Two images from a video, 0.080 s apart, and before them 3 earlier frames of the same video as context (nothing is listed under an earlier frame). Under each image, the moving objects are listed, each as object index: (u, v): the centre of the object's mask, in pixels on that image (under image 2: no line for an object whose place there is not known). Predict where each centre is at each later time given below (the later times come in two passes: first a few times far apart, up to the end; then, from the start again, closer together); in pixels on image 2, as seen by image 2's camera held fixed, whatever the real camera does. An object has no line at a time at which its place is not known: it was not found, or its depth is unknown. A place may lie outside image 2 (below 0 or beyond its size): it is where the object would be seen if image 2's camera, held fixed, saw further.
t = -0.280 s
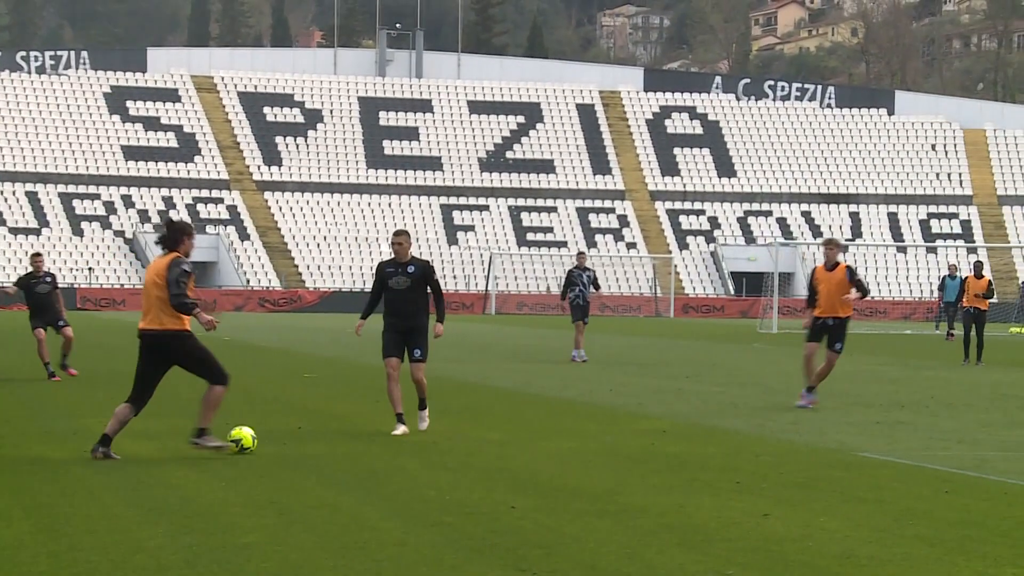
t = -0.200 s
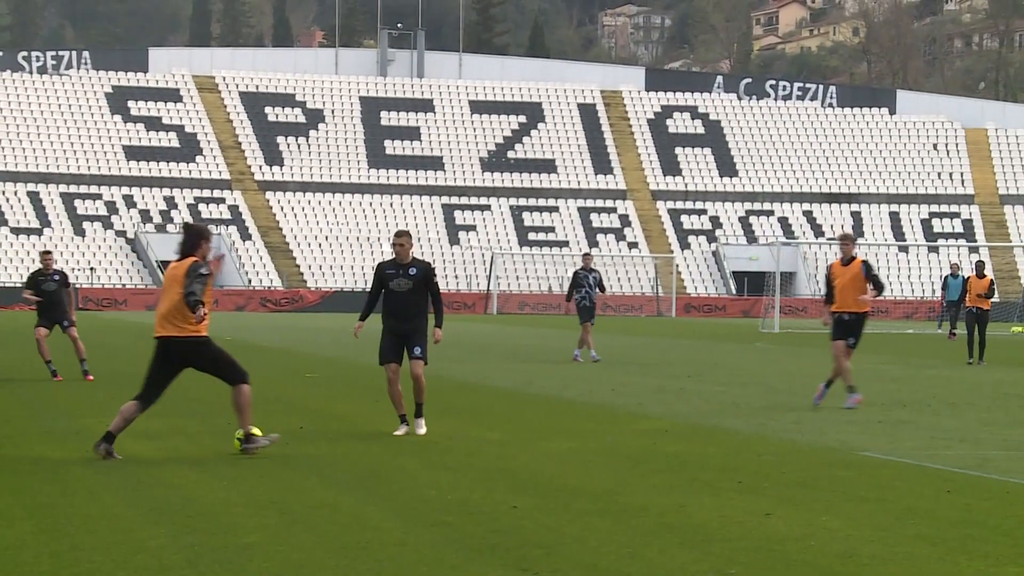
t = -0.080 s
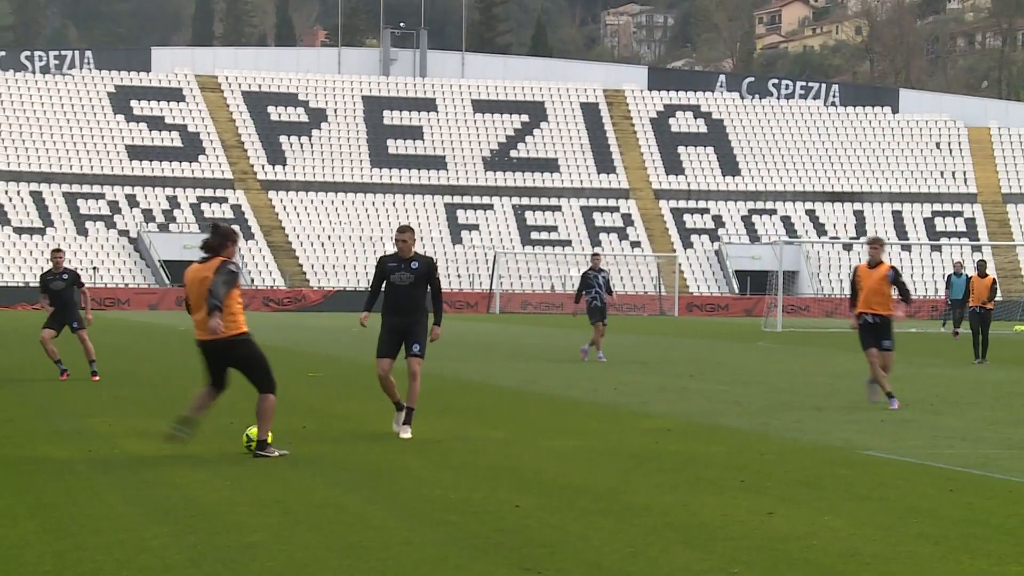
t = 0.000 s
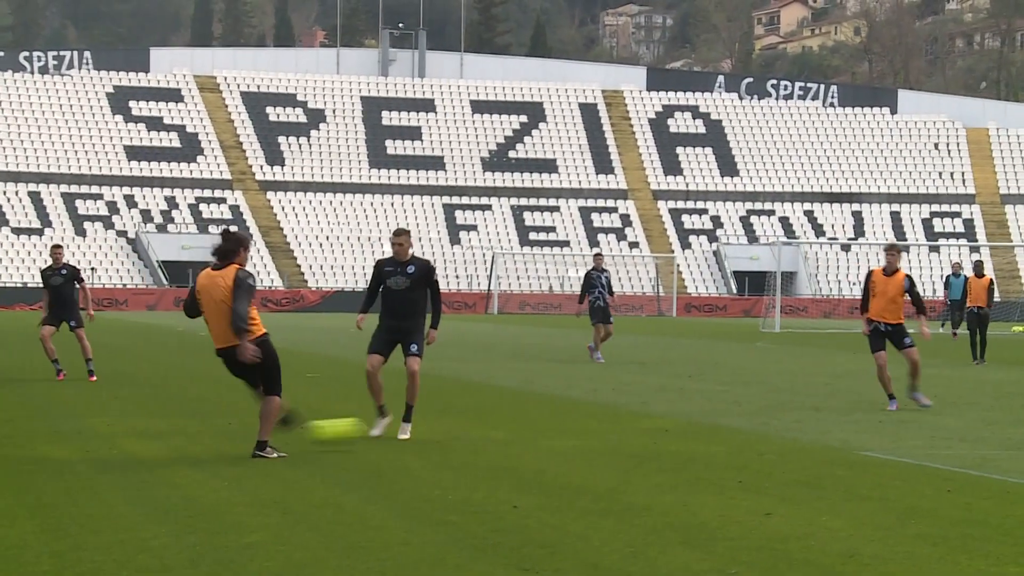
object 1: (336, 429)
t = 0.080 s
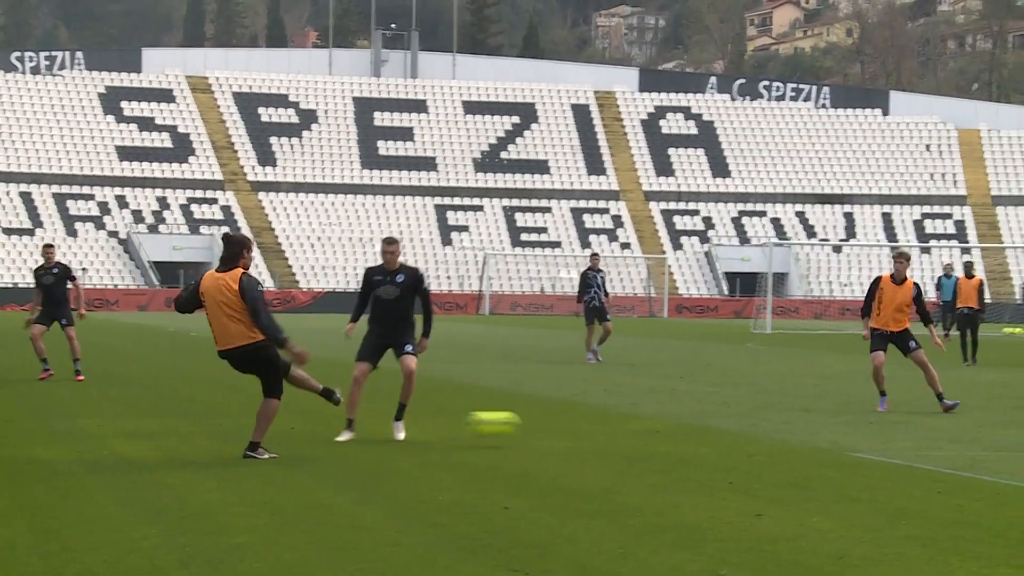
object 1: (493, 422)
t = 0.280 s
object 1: (839, 419)
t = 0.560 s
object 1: (1209, 429)
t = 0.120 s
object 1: (571, 423)
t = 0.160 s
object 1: (644, 426)
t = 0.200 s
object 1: (714, 428)
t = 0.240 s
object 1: (777, 423)
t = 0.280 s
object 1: (839, 419)
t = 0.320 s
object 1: (896, 419)
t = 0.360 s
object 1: (954, 421)
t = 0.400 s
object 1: (1011, 427)
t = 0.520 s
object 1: (1162, 427)
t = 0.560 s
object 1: (1209, 429)
